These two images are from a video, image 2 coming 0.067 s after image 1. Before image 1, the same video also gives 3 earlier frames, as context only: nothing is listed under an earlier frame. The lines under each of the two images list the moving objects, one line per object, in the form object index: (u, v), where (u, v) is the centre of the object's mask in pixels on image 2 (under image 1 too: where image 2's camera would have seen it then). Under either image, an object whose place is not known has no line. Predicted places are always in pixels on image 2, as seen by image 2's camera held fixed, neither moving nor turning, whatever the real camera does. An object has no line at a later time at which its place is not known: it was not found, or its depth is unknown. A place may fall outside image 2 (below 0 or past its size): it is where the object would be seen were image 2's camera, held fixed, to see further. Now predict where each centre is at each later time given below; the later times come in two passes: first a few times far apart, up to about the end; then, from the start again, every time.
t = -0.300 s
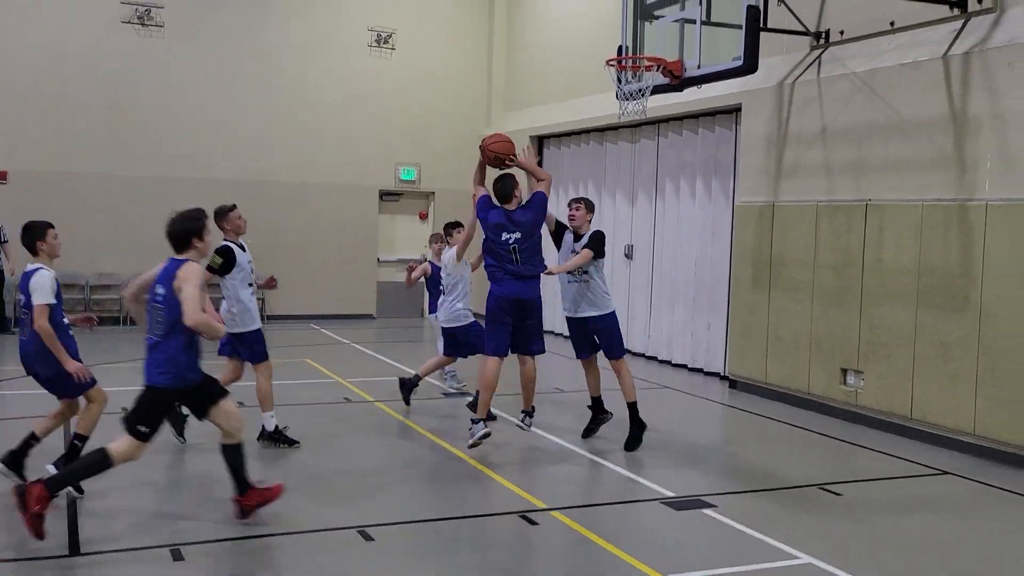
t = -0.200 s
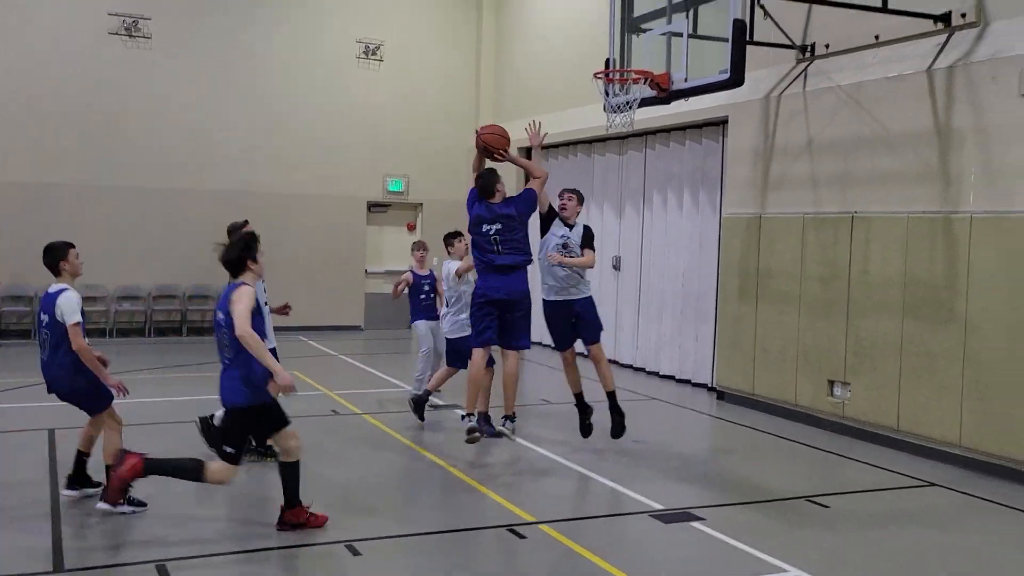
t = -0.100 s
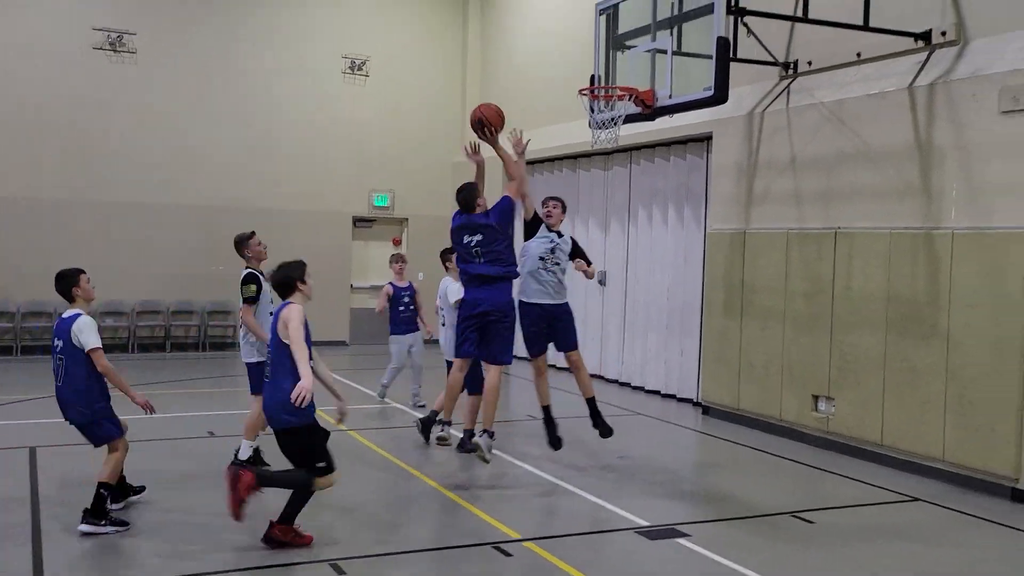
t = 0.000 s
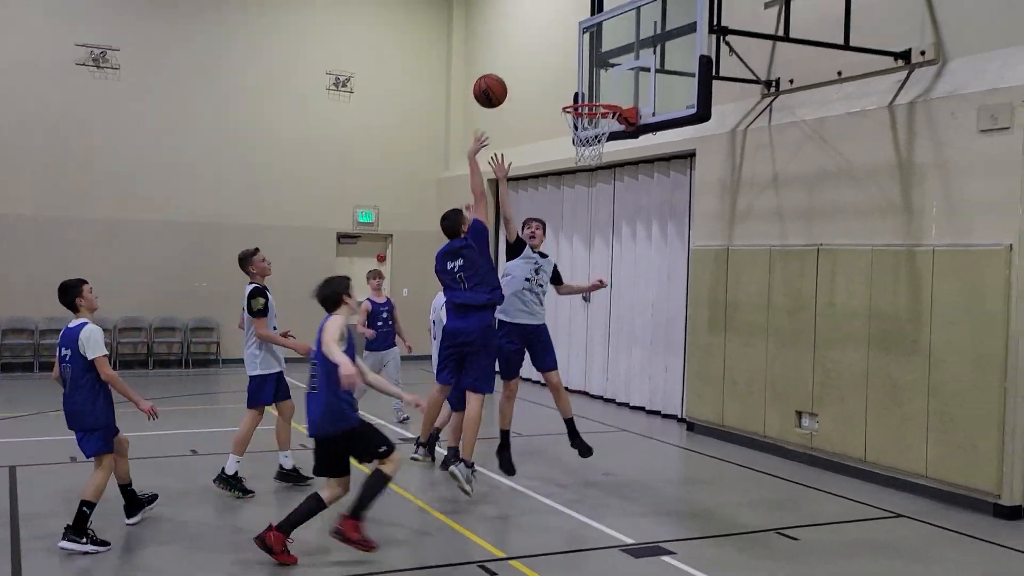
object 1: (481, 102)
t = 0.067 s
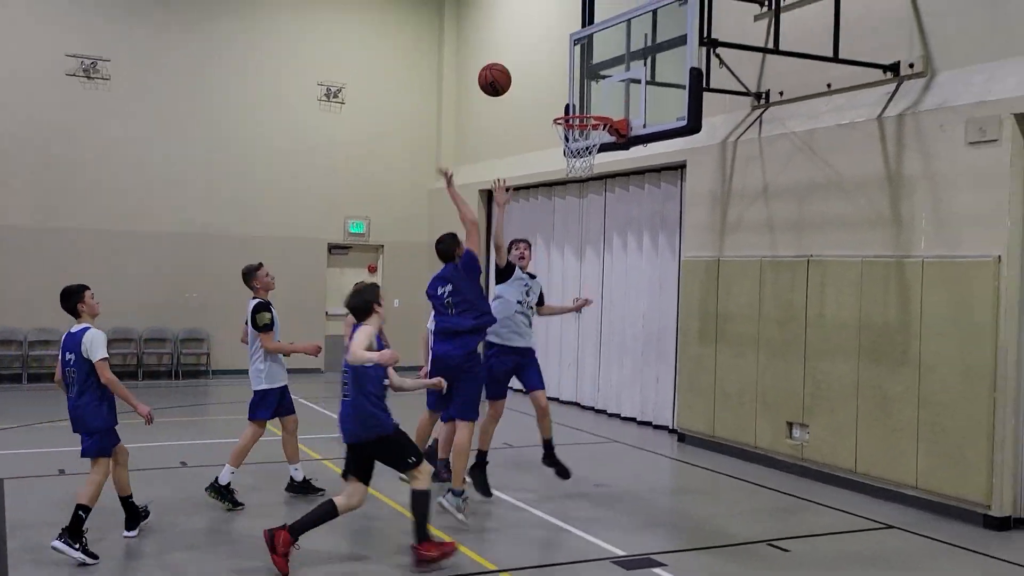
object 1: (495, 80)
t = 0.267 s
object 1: (530, 51)
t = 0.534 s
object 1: (571, 92)
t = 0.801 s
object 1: (595, 159)
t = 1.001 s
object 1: (600, 211)
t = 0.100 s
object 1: (501, 71)
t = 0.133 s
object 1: (507, 64)
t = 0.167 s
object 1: (513, 58)
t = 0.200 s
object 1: (519, 54)
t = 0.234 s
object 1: (525, 52)
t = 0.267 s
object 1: (530, 51)
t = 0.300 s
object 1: (536, 52)
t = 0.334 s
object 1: (541, 53)
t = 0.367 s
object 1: (547, 57)
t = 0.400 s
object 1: (552, 61)
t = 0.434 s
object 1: (556, 67)
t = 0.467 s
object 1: (561, 74)
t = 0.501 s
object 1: (566, 83)
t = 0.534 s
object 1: (571, 92)
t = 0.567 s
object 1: (575, 103)
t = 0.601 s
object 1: (578, 109)
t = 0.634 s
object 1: (584, 130)
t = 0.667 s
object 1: (585, 138)
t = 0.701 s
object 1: (591, 148)
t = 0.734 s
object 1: (593, 150)
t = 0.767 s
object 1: (594, 154)
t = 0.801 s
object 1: (595, 159)
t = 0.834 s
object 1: (596, 164)
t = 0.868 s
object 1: (597, 171)
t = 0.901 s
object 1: (598, 179)
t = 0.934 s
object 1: (599, 188)
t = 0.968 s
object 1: (599, 199)
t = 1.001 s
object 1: (600, 211)
